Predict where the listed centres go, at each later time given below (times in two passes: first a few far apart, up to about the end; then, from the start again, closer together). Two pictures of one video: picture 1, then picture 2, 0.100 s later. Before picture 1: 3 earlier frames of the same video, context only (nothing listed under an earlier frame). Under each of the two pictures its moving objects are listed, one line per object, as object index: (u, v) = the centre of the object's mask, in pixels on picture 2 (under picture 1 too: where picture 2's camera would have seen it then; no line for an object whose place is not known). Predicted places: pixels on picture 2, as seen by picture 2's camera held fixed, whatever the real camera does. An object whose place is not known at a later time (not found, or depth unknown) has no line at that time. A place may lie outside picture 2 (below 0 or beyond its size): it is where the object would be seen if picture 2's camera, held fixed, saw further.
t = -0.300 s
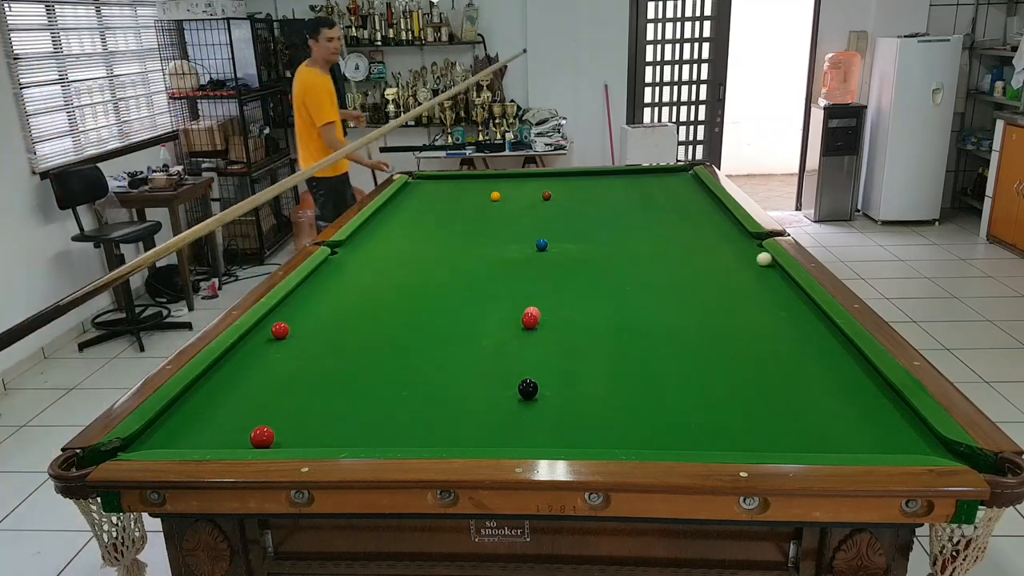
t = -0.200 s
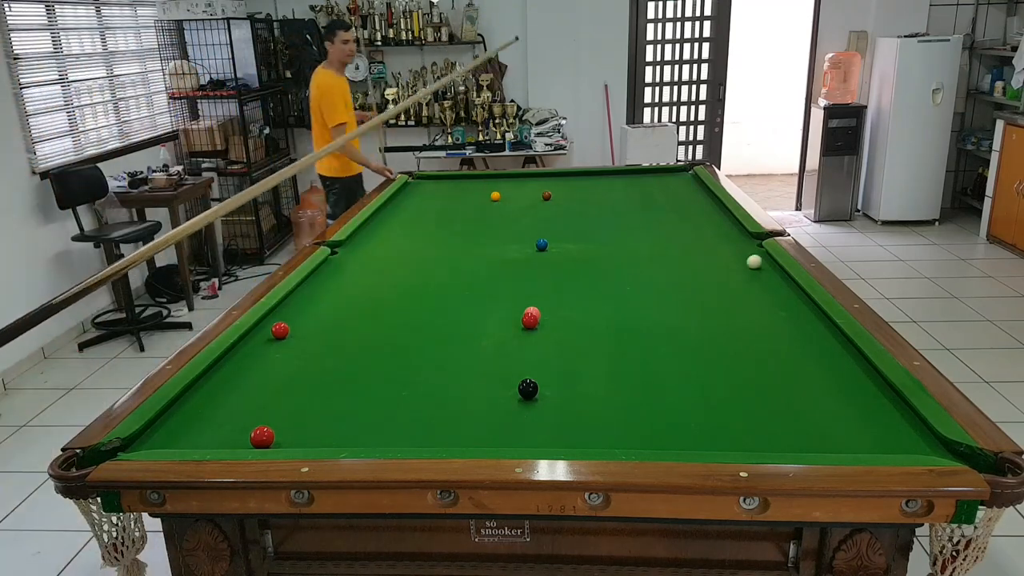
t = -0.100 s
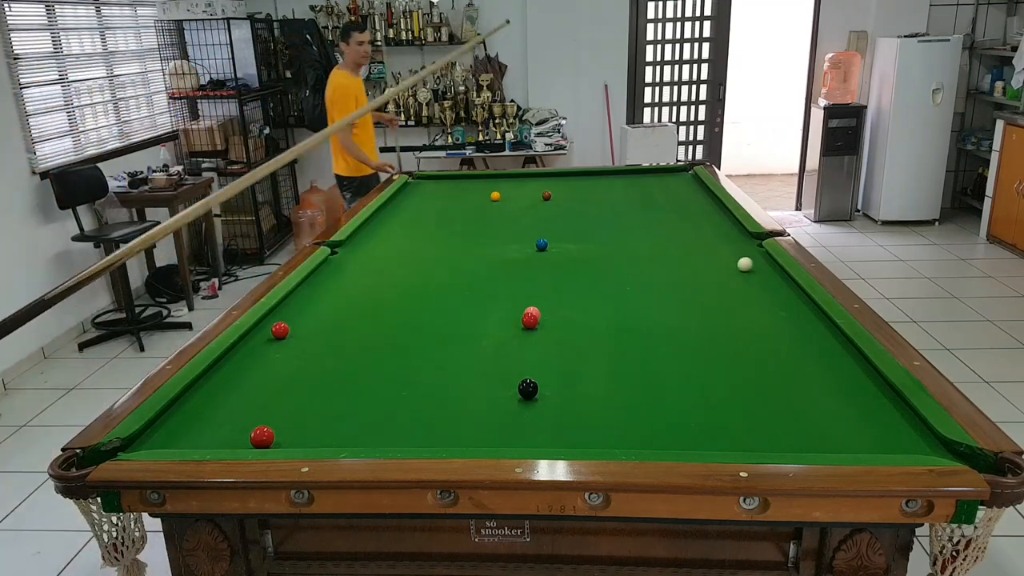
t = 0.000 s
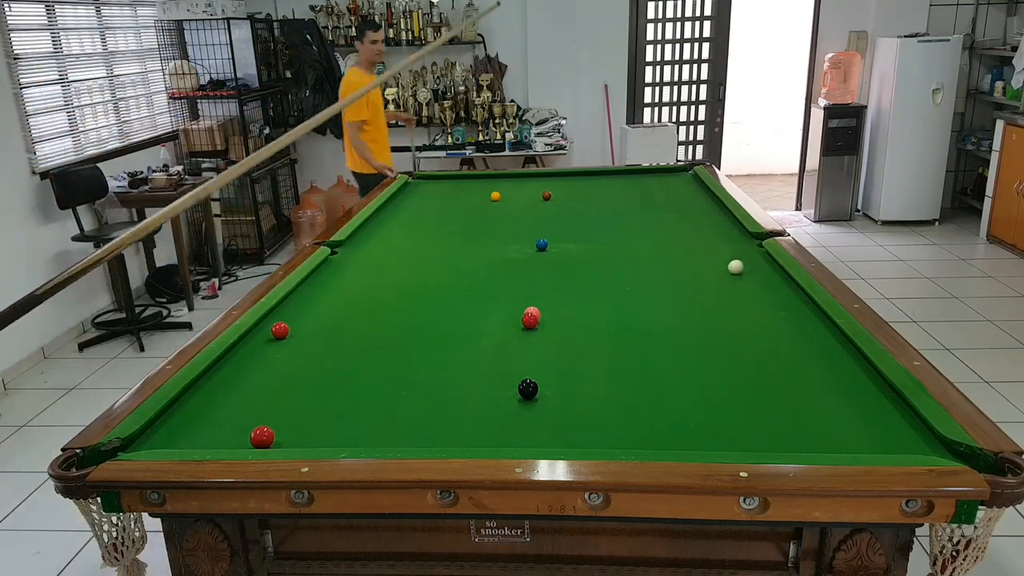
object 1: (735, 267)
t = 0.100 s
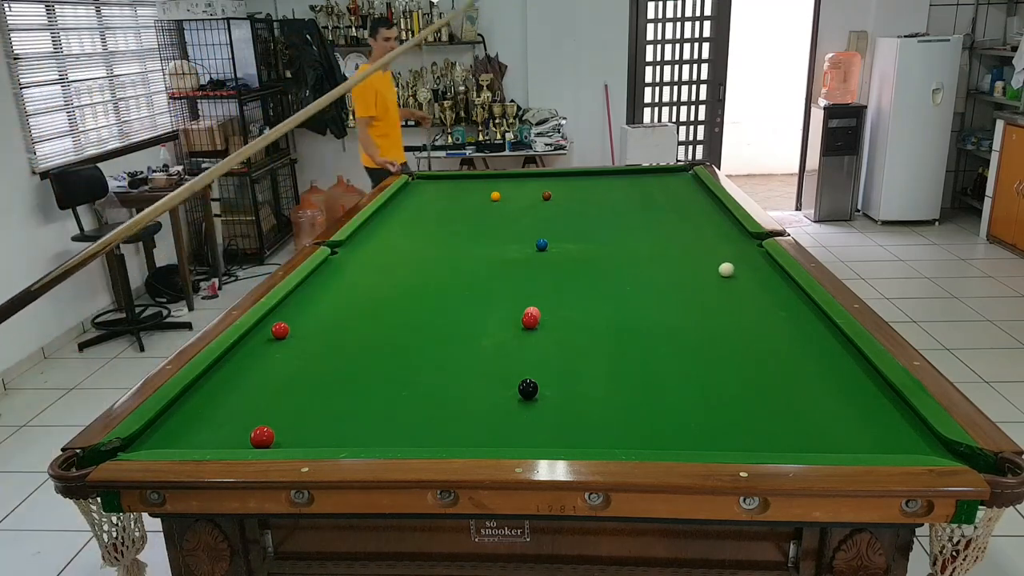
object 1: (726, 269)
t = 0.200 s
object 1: (717, 272)
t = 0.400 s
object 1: (699, 277)
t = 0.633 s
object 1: (678, 283)
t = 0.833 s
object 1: (661, 287)
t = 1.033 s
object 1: (644, 292)
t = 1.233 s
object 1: (628, 296)
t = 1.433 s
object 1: (613, 300)
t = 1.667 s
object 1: (596, 305)
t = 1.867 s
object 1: (582, 309)
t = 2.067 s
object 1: (569, 312)
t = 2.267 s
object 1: (557, 315)
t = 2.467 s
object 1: (546, 318)
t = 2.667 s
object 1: (544, 319)
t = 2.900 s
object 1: (543, 320)
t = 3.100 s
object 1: (543, 320)
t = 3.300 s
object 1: (543, 320)
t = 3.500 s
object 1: (543, 320)
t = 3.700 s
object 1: (543, 320)
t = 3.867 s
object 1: (544, 320)
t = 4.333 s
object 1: (543, 319)
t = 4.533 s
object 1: (543, 320)
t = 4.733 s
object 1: (543, 320)
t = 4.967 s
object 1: (543, 320)
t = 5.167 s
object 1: (543, 320)
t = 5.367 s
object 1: (543, 320)
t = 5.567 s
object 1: (543, 320)
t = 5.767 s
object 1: (543, 320)
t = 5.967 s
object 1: (543, 320)
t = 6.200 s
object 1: (543, 320)
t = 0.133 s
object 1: (723, 270)
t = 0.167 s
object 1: (720, 271)
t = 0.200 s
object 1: (717, 272)
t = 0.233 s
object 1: (714, 273)
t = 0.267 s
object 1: (711, 274)
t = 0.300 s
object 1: (708, 275)
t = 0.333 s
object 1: (705, 275)
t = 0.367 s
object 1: (702, 276)
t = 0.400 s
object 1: (699, 277)
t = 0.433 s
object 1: (696, 278)
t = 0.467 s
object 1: (693, 279)
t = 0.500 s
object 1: (690, 279)
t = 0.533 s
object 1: (687, 280)
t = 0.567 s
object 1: (684, 281)
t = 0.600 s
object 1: (681, 282)
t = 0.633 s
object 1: (678, 283)
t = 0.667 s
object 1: (675, 283)
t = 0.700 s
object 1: (673, 284)
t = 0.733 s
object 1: (670, 285)
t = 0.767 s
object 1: (667, 286)
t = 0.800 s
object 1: (664, 286)
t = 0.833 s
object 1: (661, 287)
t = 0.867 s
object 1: (658, 288)
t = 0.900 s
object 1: (656, 289)
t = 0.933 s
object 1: (653, 290)
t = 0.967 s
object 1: (650, 290)
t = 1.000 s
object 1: (647, 291)
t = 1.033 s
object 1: (644, 292)
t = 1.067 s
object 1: (642, 292)
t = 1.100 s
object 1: (639, 293)
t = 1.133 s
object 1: (636, 294)
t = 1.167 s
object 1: (634, 295)
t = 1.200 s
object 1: (631, 295)
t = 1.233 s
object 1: (628, 296)
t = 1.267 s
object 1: (626, 297)
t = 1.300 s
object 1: (623, 298)
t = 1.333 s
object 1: (621, 298)
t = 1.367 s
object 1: (618, 299)
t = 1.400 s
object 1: (616, 300)
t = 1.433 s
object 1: (613, 300)
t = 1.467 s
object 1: (611, 301)
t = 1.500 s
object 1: (608, 302)
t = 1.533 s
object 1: (606, 303)
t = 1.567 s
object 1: (603, 303)
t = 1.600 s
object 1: (601, 304)
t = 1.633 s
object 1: (598, 304)
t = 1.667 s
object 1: (596, 305)
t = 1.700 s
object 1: (594, 305)
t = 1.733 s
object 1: (591, 306)
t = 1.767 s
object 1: (589, 307)
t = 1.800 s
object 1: (587, 308)
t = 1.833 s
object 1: (585, 308)
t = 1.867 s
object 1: (582, 309)
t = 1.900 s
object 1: (580, 309)
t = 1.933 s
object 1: (578, 310)
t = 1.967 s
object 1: (576, 310)
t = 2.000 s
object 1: (573, 311)
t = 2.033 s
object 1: (571, 311)
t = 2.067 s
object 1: (569, 312)
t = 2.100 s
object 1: (567, 313)
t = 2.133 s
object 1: (565, 313)
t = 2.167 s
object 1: (563, 314)
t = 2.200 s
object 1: (561, 314)
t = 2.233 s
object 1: (559, 315)
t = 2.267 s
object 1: (557, 315)
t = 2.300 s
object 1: (555, 316)
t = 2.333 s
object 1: (553, 316)
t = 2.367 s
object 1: (551, 317)
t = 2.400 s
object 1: (549, 317)
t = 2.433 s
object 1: (547, 318)
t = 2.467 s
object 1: (546, 318)
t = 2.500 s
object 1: (545, 318)
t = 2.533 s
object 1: (545, 319)
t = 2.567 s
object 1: (545, 319)
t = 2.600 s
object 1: (544, 319)
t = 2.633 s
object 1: (544, 319)
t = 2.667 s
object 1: (544, 319)
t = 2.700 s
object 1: (543, 320)
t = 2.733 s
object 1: (543, 320)
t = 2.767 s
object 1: (543, 320)
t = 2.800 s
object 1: (543, 320)
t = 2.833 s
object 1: (543, 320)
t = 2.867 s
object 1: (543, 320)
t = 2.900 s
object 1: (543, 320)
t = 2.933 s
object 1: (543, 320)
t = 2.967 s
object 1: (543, 320)
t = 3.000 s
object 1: (543, 320)
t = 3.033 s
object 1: (543, 320)
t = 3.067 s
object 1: (543, 320)
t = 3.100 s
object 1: (543, 320)
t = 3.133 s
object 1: (543, 320)
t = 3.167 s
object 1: (543, 320)
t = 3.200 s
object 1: (543, 320)
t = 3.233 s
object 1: (543, 320)
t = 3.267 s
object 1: (543, 320)
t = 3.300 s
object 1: (543, 320)
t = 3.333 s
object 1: (543, 320)
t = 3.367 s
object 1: (543, 320)
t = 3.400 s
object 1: (543, 320)
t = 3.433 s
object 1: (543, 320)
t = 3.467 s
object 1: (543, 320)
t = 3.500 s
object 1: (543, 320)
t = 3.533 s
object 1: (543, 320)
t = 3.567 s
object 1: (543, 320)
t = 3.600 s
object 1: (543, 320)
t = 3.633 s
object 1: (543, 320)
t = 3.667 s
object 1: (543, 320)
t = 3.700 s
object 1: (543, 320)
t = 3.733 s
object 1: (543, 320)
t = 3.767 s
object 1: (543, 320)
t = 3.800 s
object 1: (543, 320)
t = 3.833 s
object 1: (543, 320)
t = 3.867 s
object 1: (544, 320)
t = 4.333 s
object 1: (543, 319)
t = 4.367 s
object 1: (543, 319)
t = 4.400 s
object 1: (543, 319)
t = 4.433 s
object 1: (543, 319)
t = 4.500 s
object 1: (543, 320)
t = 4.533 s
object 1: (543, 320)
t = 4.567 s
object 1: (543, 320)
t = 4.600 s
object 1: (543, 320)
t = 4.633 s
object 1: (543, 320)
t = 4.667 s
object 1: (543, 320)
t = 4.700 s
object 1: (543, 320)
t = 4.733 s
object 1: (543, 320)
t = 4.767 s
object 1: (543, 320)
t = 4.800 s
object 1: (543, 320)
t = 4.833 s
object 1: (543, 320)
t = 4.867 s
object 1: (543, 320)
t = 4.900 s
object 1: (543, 320)
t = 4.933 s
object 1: (543, 320)
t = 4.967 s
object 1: (543, 320)
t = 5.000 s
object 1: (543, 320)
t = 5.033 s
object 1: (543, 320)
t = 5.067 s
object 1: (543, 320)
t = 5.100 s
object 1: (543, 320)
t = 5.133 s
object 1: (543, 320)
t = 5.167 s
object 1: (543, 320)
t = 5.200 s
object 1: (543, 320)
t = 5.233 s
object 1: (543, 320)
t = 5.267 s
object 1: (543, 320)
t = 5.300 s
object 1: (543, 320)
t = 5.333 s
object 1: (543, 320)
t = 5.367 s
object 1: (543, 320)
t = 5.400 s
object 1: (543, 320)
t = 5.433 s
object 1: (543, 320)
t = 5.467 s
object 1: (543, 320)
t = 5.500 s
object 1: (543, 320)
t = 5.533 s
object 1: (543, 320)
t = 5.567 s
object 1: (543, 320)
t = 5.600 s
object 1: (543, 320)
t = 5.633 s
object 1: (543, 320)
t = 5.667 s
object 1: (543, 320)
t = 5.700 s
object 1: (543, 320)
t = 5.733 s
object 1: (543, 320)
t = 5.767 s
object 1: (543, 320)
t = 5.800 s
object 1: (543, 320)
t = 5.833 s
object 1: (543, 320)
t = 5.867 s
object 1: (543, 320)
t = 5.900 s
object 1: (543, 320)
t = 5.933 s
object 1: (543, 320)
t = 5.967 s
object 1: (543, 320)
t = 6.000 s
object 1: (543, 320)
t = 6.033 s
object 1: (543, 320)
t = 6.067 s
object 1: (543, 320)
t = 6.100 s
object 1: (543, 320)
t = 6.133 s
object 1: (543, 320)
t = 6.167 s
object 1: (543, 320)
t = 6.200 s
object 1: (543, 320)
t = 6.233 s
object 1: (543, 320)
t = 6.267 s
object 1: (543, 320)
